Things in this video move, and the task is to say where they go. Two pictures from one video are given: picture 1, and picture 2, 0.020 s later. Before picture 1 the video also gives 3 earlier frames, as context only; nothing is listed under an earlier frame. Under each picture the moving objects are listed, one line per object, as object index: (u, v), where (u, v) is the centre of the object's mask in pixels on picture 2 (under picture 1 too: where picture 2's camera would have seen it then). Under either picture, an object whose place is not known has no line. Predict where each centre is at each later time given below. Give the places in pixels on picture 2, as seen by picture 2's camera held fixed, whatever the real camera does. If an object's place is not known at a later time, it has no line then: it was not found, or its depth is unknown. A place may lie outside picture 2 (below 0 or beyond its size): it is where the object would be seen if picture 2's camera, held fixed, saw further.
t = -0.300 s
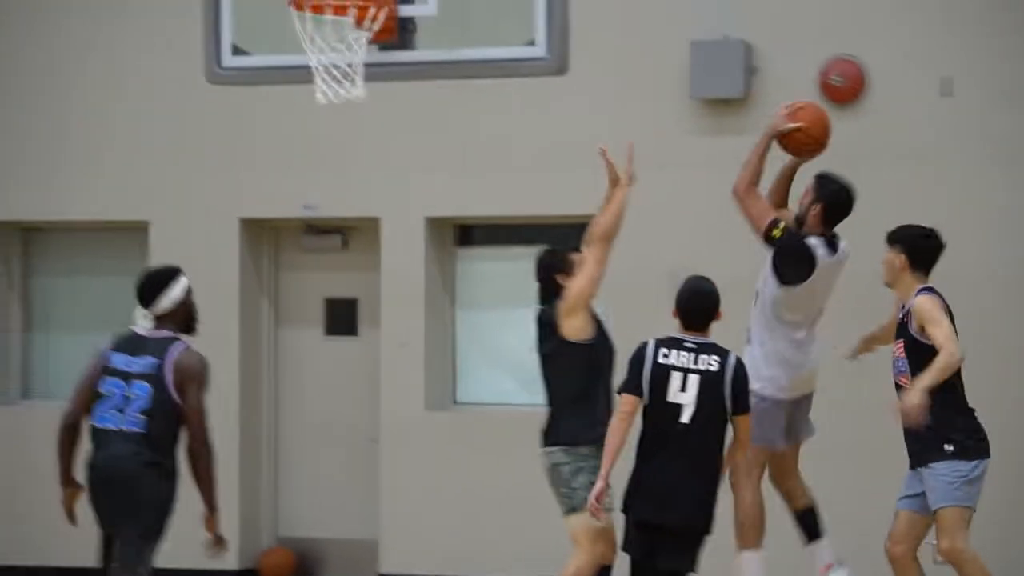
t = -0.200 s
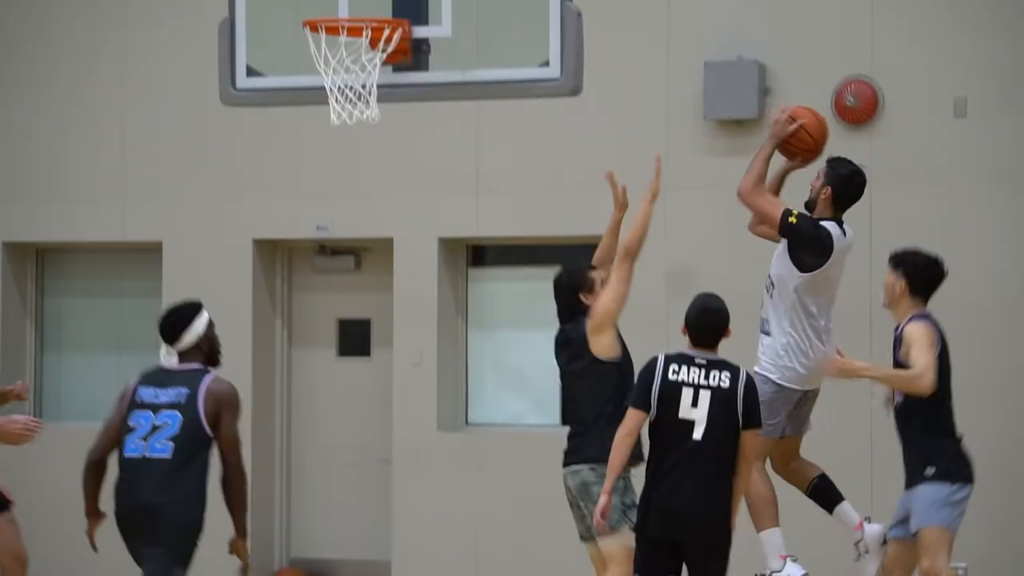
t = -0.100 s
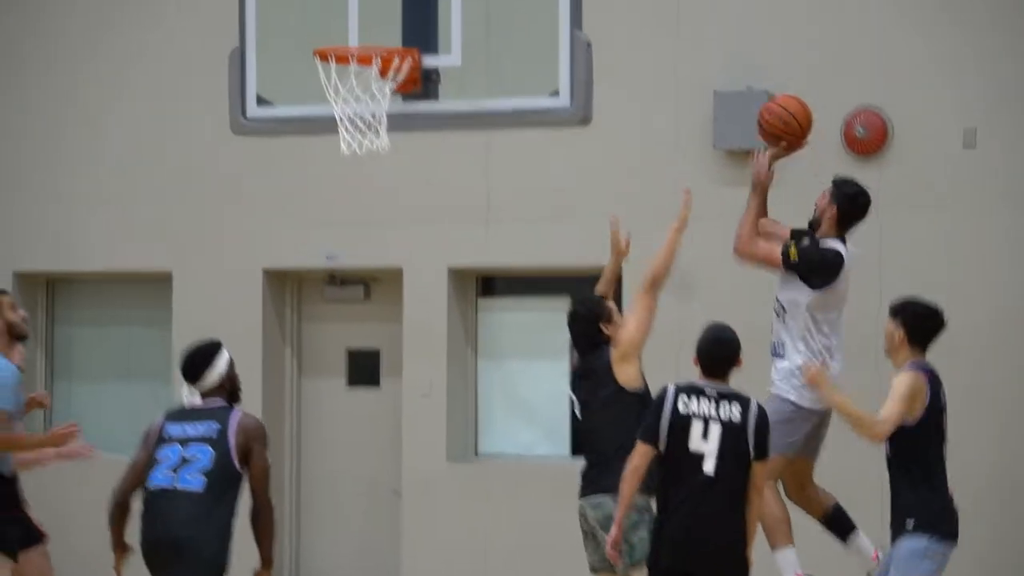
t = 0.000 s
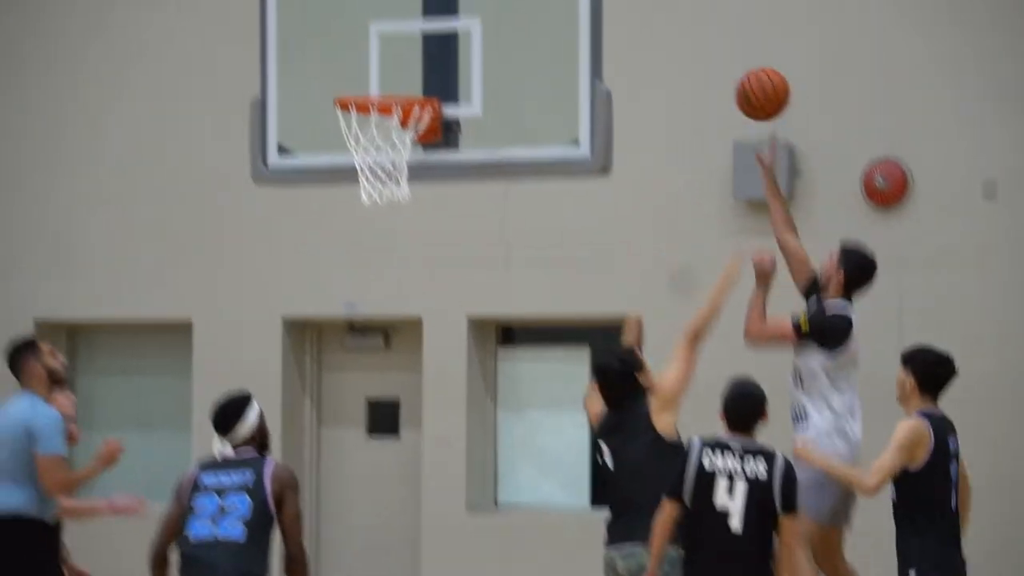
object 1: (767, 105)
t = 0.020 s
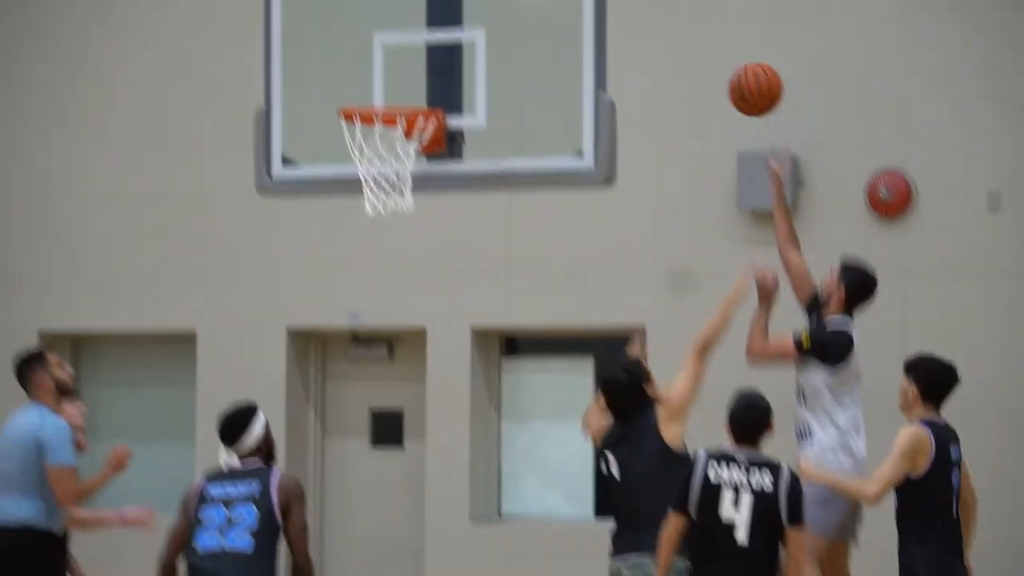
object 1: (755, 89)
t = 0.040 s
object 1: (744, 74)
